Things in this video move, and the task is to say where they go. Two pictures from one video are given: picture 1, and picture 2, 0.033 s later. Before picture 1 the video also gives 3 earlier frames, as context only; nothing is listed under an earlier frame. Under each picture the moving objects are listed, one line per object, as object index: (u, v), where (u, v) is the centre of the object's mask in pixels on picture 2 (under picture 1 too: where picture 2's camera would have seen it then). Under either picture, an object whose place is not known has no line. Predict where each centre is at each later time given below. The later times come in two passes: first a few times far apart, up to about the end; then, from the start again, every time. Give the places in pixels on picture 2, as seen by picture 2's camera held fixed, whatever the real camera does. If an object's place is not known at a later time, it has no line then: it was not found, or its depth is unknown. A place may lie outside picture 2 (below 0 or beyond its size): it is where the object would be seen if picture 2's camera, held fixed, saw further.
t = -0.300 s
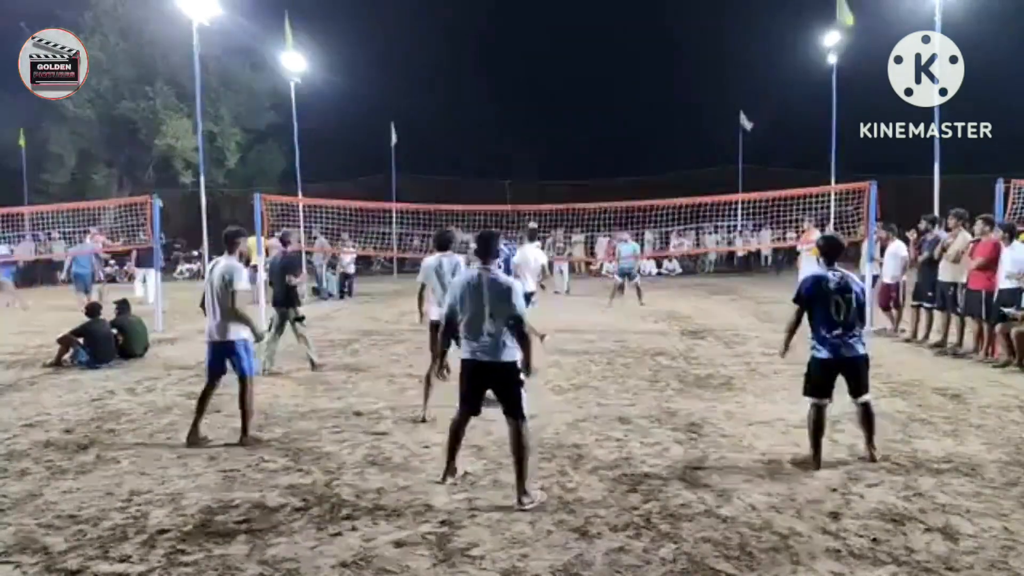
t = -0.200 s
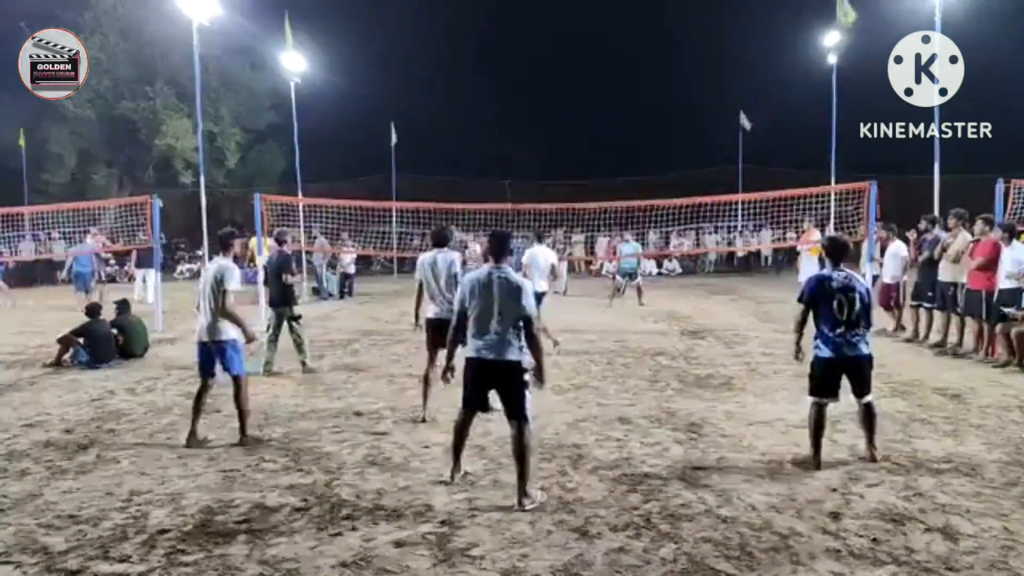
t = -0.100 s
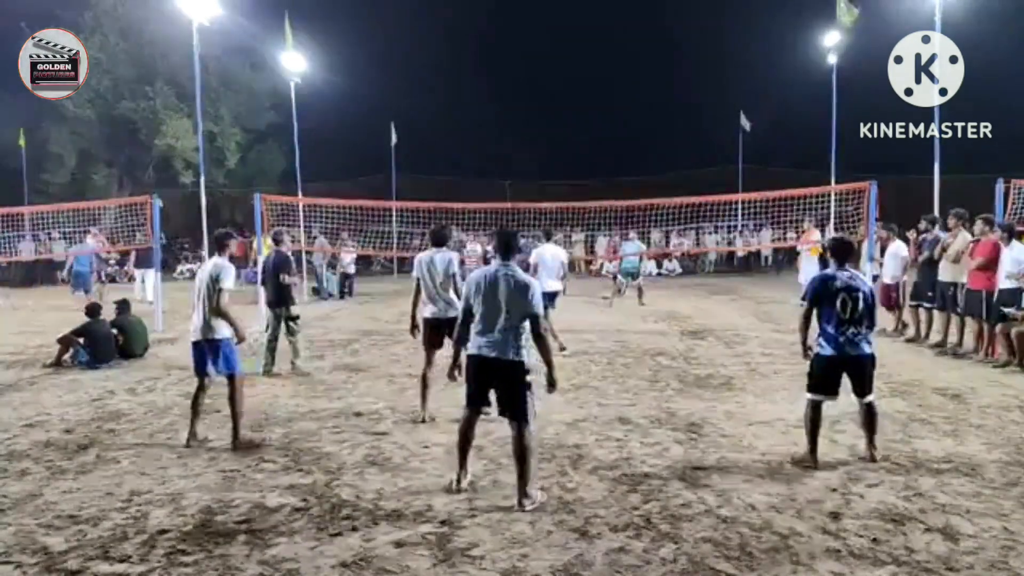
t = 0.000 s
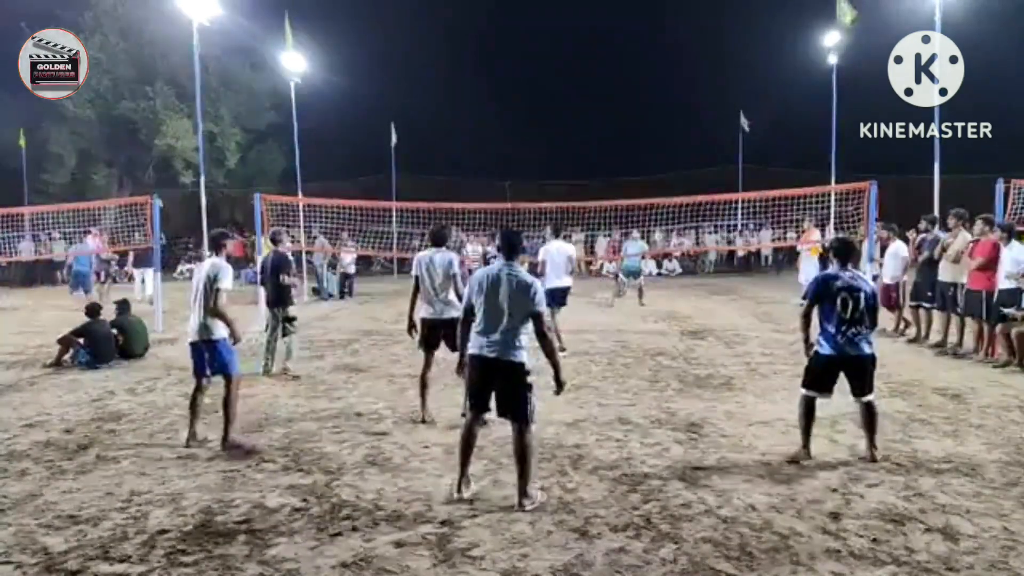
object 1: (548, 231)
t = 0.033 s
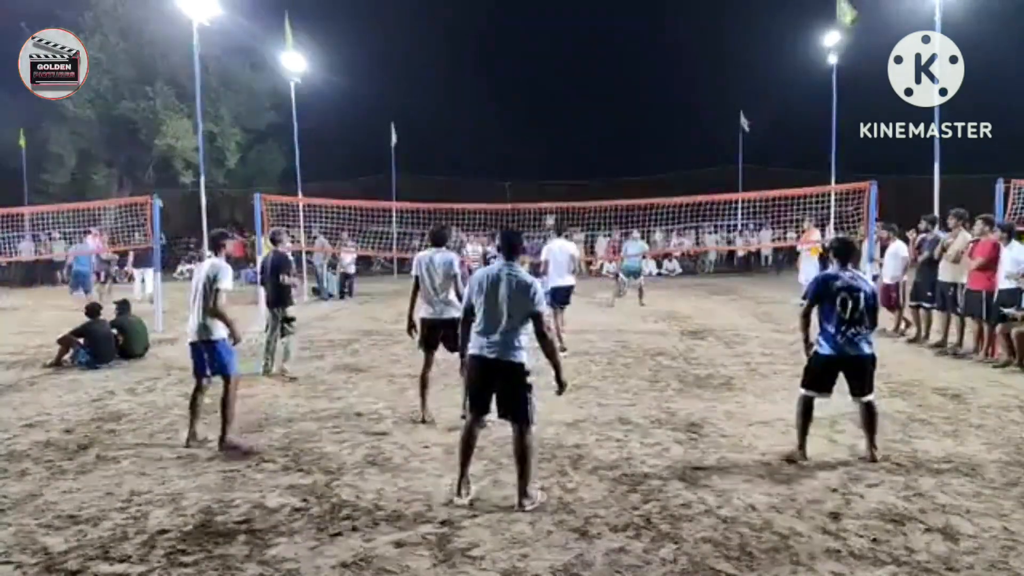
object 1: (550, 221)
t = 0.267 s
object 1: (552, 144)
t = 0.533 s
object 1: (559, 71)
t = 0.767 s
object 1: (570, 29)
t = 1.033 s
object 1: (587, 25)
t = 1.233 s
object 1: (606, 81)
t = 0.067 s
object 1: (549, 212)
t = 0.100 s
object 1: (550, 198)
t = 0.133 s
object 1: (550, 188)
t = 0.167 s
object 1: (550, 177)
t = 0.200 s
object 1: (550, 166)
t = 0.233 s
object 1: (551, 155)
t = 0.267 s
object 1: (552, 144)
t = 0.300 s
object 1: (553, 135)
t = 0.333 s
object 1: (554, 124)
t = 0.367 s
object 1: (555, 114)
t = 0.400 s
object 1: (555, 106)
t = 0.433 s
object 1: (555, 96)
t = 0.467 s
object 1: (557, 87)
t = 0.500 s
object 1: (558, 79)
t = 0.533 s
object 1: (559, 71)
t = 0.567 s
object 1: (560, 63)
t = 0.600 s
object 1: (560, 57)
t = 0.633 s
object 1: (562, 50)
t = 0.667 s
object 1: (562, 44)
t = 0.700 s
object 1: (565, 39)
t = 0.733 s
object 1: (568, 33)
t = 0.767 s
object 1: (570, 29)
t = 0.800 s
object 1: (572, 25)
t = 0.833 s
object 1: (573, 23)
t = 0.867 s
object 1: (575, 21)
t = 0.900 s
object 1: (577, 19)
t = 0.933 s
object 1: (579, 19)
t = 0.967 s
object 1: (582, 20)
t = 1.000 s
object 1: (584, 22)
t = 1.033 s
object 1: (587, 25)
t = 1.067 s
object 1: (590, 31)
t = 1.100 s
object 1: (593, 37)
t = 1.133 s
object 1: (595, 45)
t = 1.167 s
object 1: (599, 55)
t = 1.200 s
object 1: (602, 67)
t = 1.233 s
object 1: (606, 81)
